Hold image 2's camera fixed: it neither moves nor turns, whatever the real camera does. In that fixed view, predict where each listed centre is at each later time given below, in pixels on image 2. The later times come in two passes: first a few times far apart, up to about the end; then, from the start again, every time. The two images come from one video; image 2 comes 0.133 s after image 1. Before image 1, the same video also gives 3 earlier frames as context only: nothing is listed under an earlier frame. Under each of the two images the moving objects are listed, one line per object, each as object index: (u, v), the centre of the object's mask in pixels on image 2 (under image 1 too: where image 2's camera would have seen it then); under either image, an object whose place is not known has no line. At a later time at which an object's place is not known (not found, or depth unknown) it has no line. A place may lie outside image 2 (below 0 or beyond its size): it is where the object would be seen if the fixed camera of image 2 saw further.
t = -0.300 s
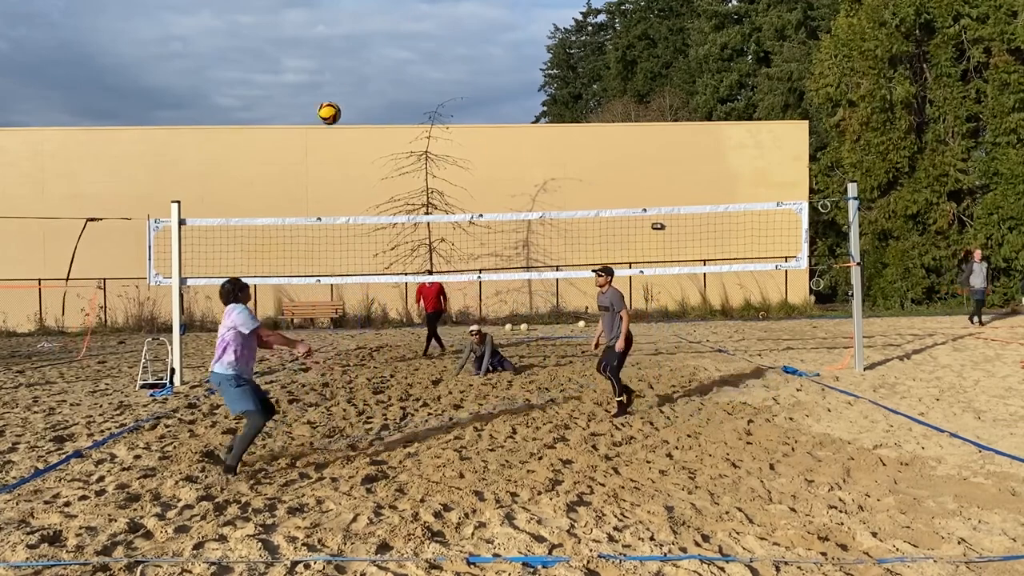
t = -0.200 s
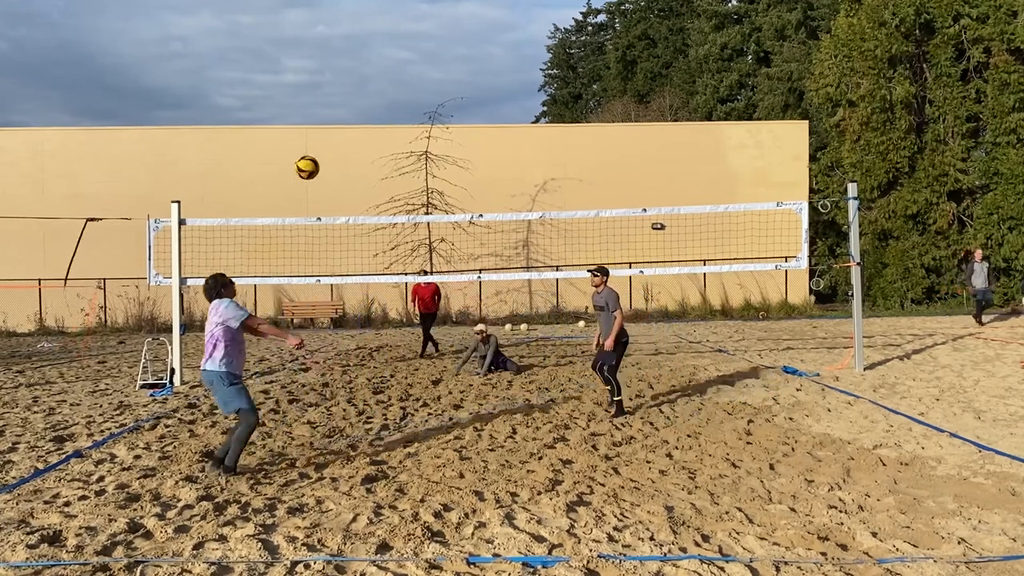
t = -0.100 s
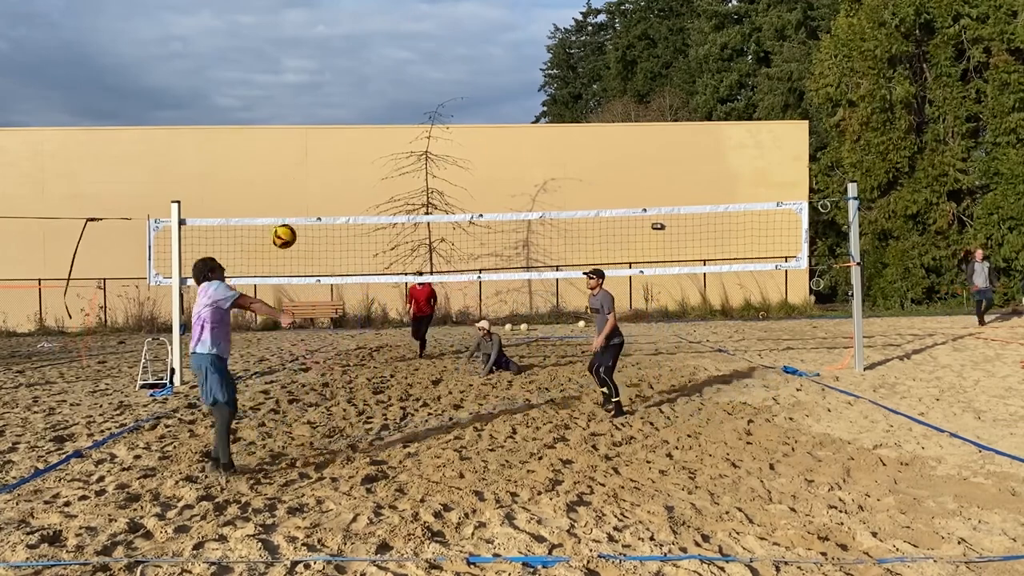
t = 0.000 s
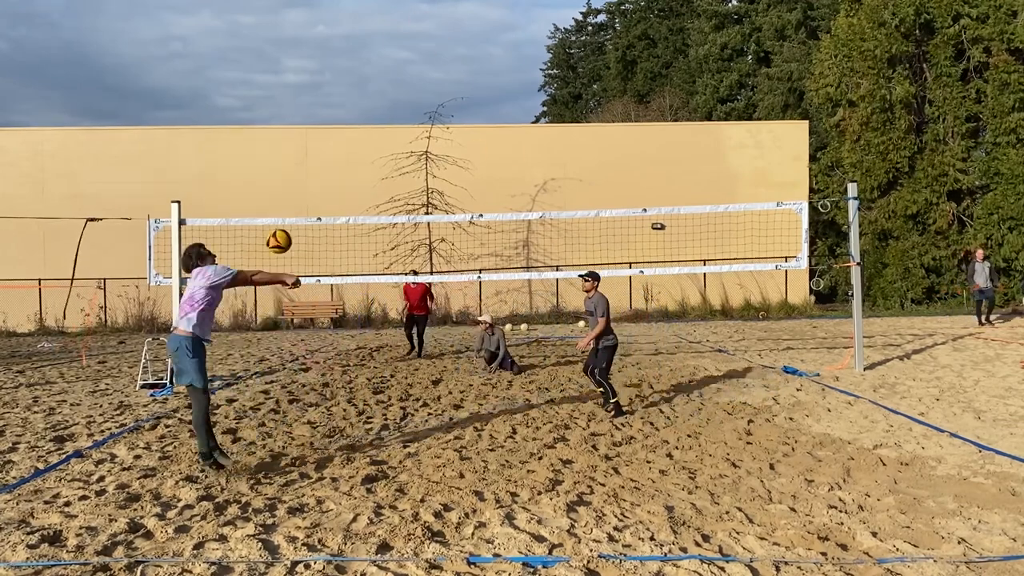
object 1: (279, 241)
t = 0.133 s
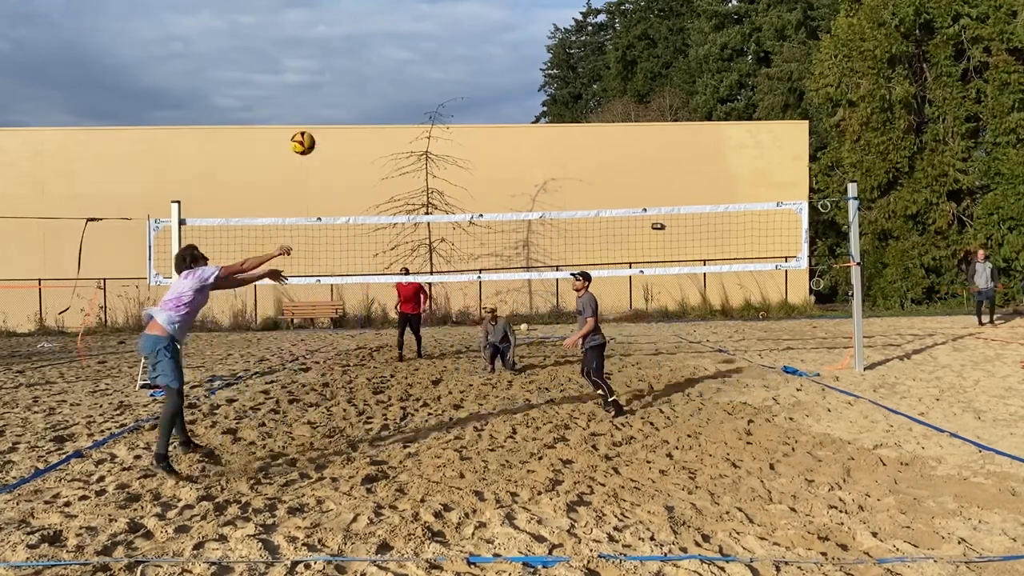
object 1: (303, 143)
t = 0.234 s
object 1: (319, 89)
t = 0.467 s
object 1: (350, 21)
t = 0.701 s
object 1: (377, 16)
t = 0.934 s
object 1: (397, 60)
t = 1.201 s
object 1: (416, 153)
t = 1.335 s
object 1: (422, 213)
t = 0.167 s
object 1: (308, 123)
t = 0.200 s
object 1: (313, 105)
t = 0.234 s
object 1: (319, 89)
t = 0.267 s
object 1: (324, 75)
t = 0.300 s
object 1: (328, 62)
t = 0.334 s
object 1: (333, 51)
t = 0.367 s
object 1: (337, 42)
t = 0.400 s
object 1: (342, 33)
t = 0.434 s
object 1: (346, 26)
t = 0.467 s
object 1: (350, 21)
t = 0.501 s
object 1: (354, 17)
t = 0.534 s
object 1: (359, 14)
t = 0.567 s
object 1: (362, 13)
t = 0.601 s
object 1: (366, 12)
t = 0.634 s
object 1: (370, 12)
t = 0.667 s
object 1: (373, 14)
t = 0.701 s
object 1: (377, 16)
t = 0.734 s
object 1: (380, 20)
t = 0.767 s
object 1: (383, 25)
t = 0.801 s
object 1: (386, 30)
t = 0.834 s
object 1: (389, 36)
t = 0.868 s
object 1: (392, 44)
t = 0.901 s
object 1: (395, 51)
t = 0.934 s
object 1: (397, 60)
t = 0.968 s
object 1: (400, 69)
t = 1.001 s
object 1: (403, 79)
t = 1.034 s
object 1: (405, 90)
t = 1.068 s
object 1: (408, 102)
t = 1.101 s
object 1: (410, 113)
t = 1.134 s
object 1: (412, 126)
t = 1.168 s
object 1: (414, 140)
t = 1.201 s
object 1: (416, 153)
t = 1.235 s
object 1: (418, 168)
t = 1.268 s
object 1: (420, 182)
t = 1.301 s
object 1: (421, 198)
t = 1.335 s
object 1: (422, 213)
